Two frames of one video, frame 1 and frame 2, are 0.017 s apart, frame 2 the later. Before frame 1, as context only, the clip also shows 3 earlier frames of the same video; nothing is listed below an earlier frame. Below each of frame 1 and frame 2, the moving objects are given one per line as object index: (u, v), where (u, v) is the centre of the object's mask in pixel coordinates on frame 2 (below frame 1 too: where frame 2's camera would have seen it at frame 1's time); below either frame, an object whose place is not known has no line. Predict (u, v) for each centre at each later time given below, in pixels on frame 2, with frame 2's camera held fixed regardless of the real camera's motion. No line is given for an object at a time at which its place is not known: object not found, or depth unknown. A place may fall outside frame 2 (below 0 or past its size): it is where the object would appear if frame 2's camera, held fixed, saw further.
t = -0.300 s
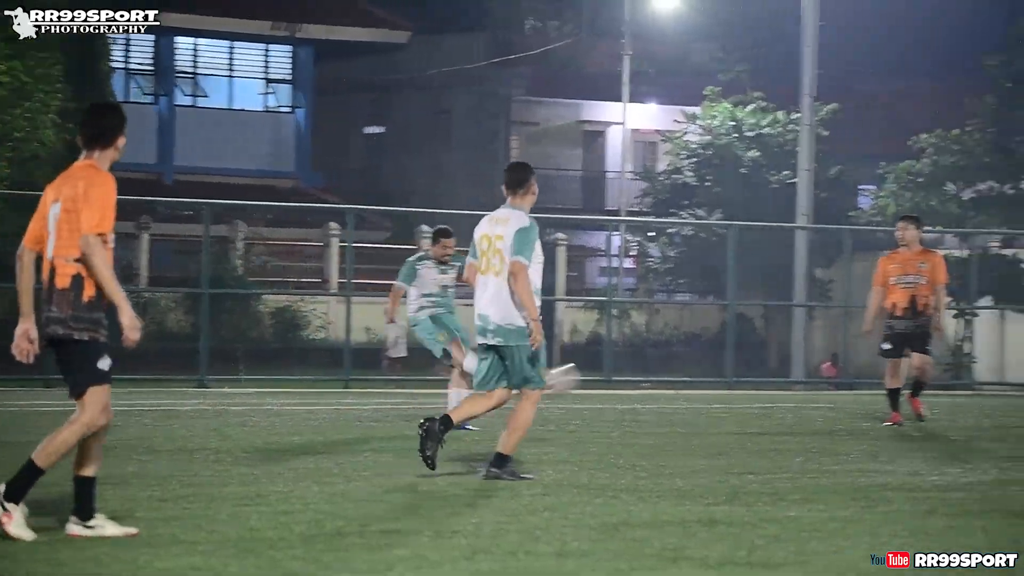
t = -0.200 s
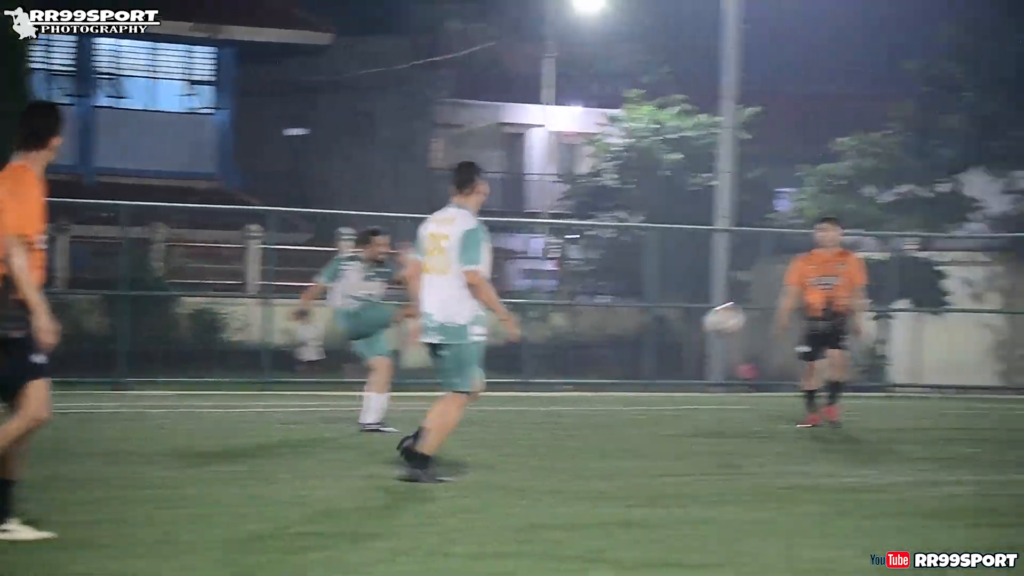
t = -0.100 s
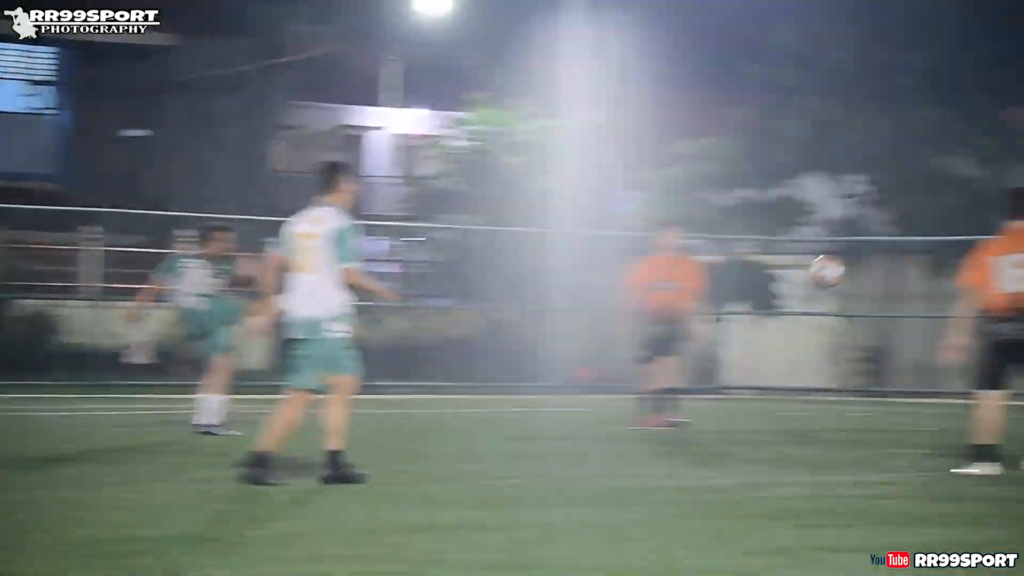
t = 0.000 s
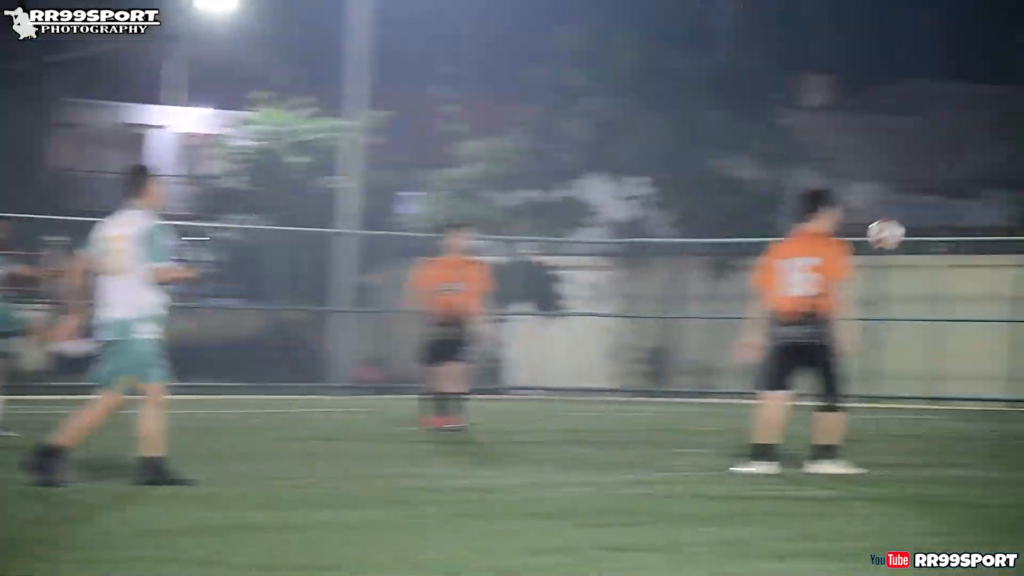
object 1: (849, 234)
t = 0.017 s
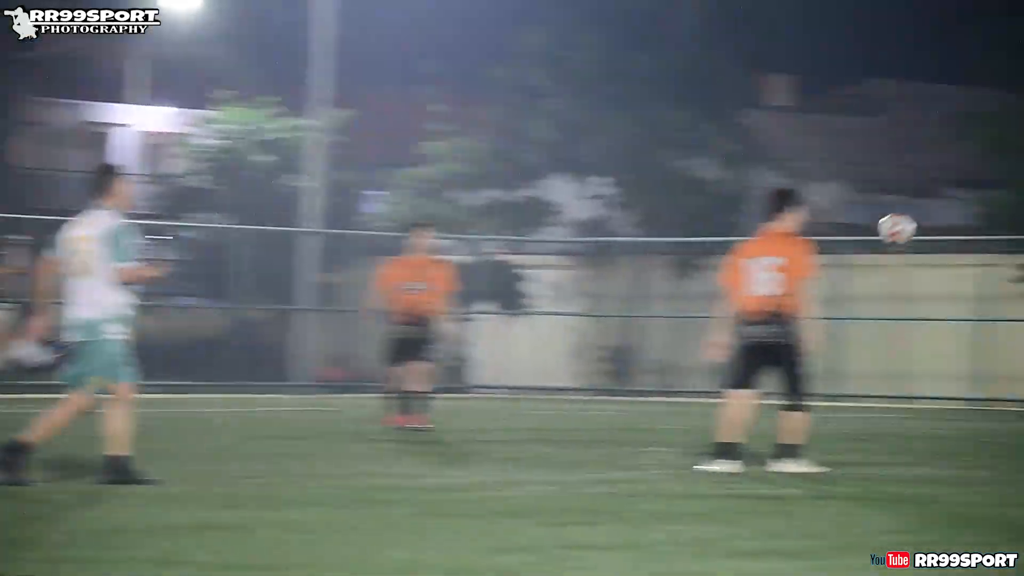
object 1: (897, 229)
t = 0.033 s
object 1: (945, 223)
